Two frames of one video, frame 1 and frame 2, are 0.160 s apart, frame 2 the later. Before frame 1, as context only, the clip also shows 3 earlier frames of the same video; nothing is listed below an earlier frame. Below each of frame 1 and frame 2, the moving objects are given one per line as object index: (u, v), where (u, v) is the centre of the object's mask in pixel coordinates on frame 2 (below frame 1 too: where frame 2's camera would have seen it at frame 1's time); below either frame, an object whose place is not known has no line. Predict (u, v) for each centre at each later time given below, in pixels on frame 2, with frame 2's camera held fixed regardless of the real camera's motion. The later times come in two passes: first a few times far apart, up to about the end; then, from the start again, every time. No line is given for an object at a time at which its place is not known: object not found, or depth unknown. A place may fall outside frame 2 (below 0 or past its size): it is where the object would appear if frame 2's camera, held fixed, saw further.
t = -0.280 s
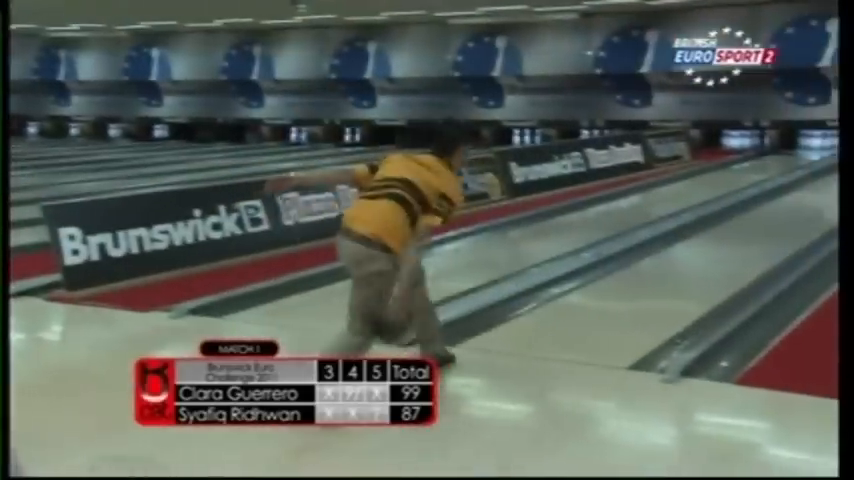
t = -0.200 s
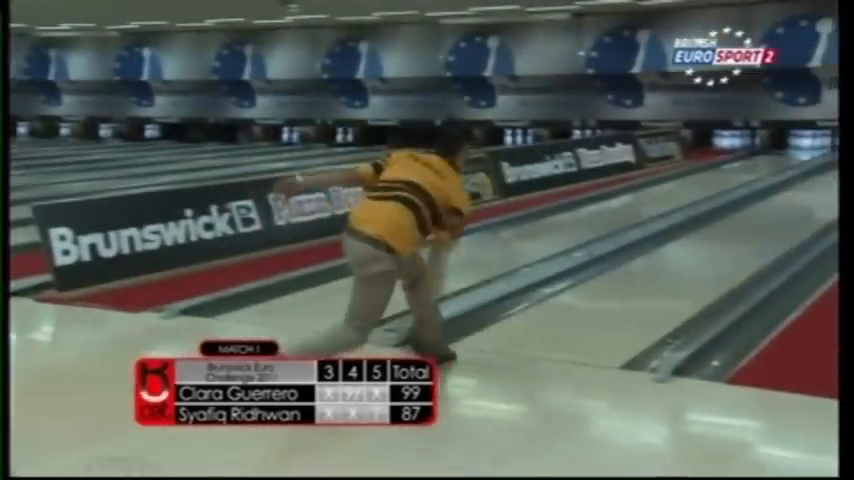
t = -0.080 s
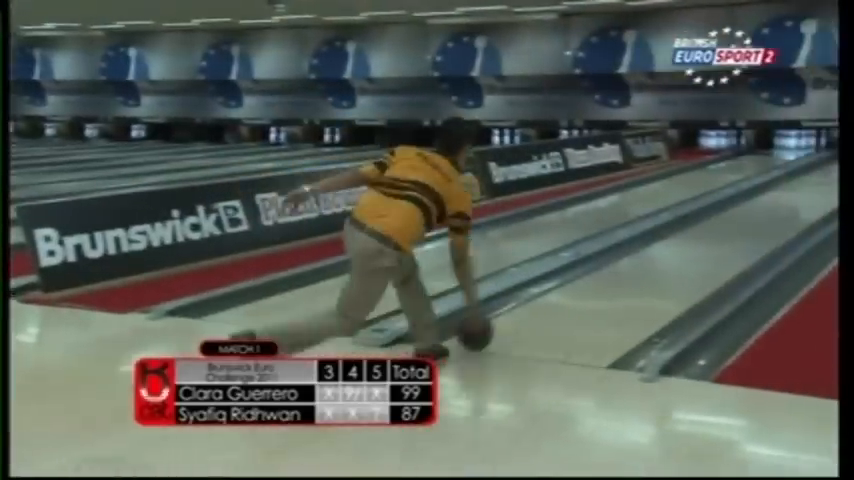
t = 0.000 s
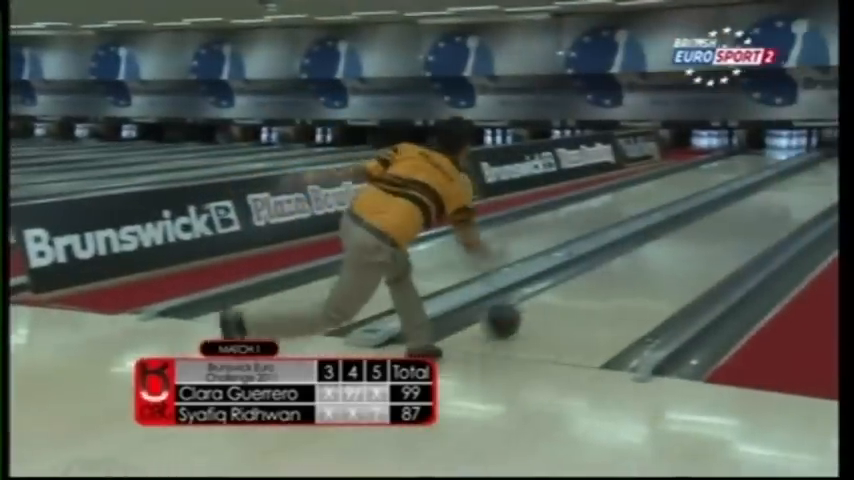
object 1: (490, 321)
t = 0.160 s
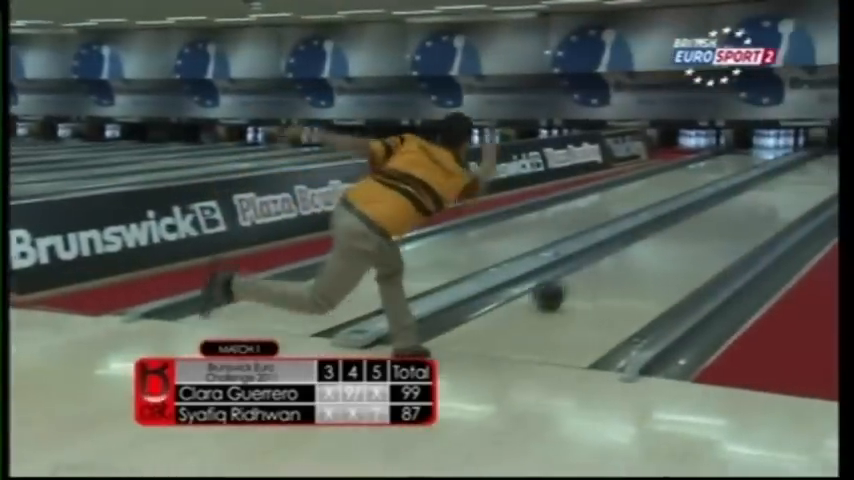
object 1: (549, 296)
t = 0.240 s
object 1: (573, 284)
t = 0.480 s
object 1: (637, 256)
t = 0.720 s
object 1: (687, 235)
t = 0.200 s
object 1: (562, 289)
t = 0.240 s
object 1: (573, 284)
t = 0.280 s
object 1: (586, 279)
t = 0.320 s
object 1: (597, 274)
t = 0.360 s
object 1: (607, 269)
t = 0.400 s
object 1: (618, 265)
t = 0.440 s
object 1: (627, 260)
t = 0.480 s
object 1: (637, 256)
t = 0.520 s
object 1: (646, 252)
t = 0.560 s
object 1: (654, 247)
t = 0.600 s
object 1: (663, 244)
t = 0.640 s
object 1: (670, 240)
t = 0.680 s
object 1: (678, 238)
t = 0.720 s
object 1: (687, 235)
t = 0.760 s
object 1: (693, 231)
